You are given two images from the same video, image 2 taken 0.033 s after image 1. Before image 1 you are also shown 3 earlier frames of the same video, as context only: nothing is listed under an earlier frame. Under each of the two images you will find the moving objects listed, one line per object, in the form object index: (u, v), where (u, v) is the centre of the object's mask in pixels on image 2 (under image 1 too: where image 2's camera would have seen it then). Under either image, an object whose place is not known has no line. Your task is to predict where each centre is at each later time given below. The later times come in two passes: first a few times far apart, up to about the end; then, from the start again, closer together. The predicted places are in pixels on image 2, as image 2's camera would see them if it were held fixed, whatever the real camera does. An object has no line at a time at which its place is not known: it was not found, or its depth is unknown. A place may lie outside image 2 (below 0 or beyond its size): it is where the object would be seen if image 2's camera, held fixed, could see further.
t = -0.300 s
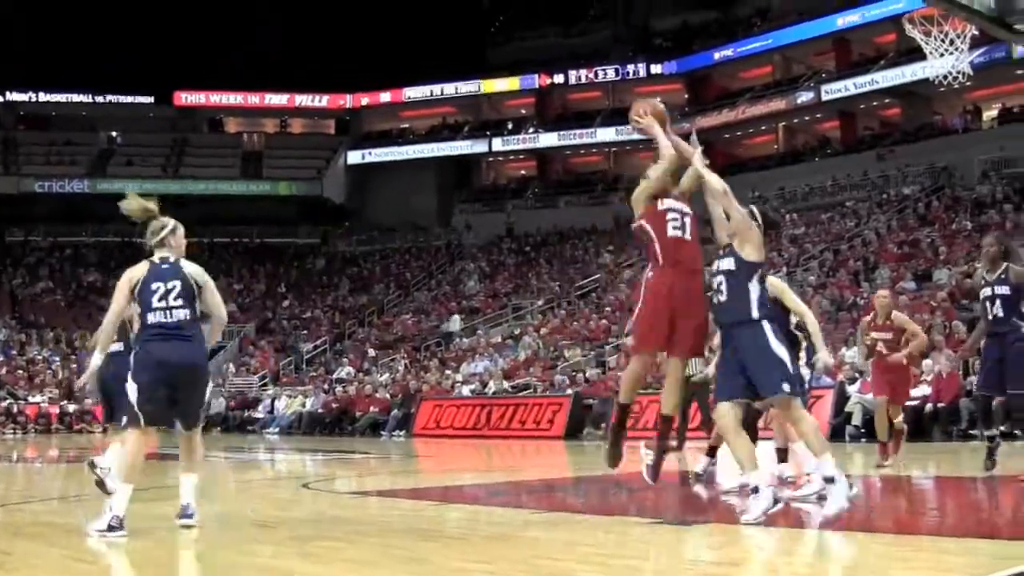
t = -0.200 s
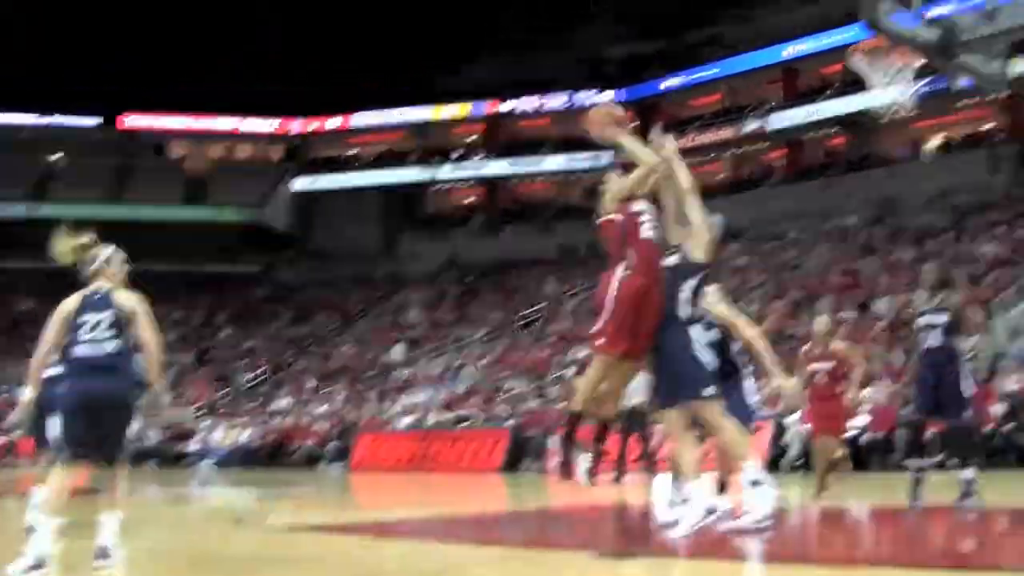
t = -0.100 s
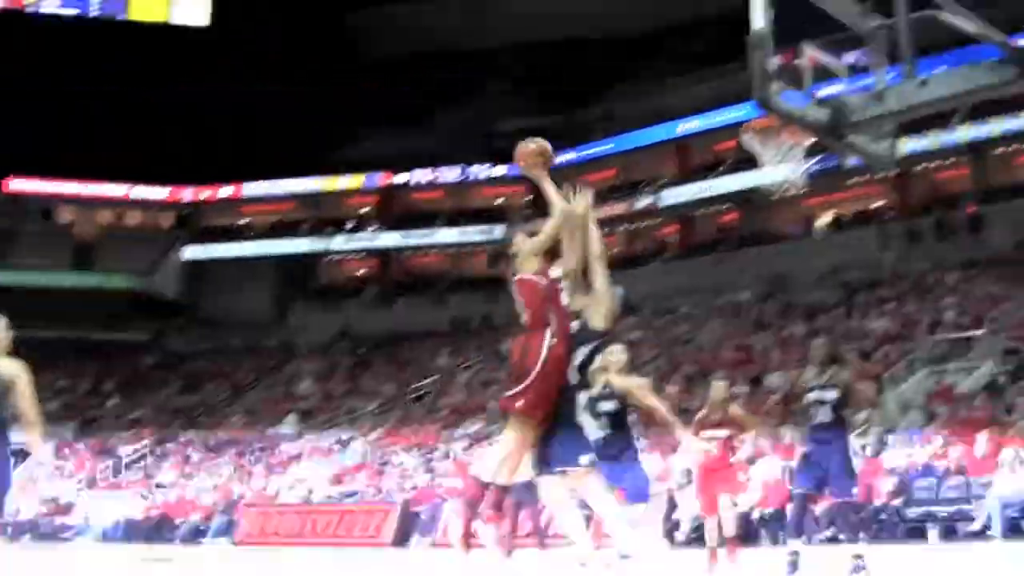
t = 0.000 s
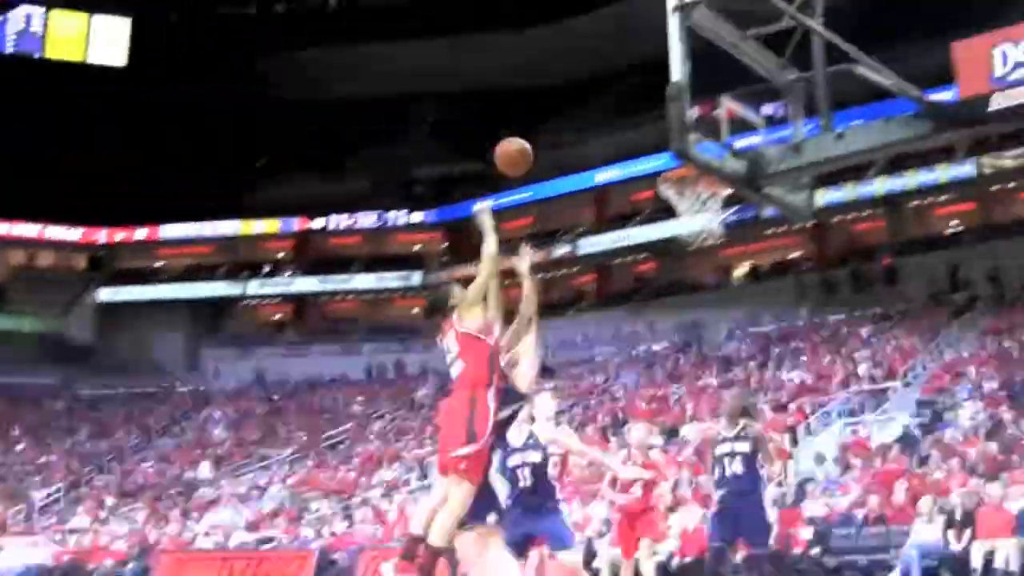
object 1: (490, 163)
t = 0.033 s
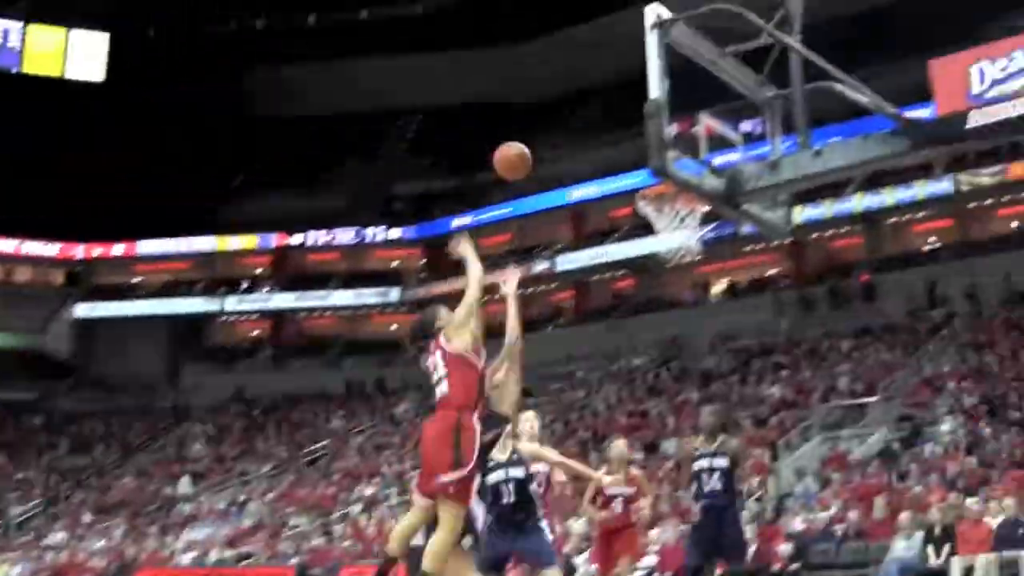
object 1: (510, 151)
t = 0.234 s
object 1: (626, 118)
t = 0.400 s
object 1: (680, 139)
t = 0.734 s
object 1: (698, 232)
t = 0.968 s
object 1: (696, 264)
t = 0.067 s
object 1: (530, 141)
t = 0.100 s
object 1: (550, 133)
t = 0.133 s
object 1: (569, 127)
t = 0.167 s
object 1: (590, 123)
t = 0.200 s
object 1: (609, 120)
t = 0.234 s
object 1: (626, 118)
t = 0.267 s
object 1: (637, 120)
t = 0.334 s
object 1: (683, 125)
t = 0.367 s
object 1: (686, 136)
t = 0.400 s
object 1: (680, 139)
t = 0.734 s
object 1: (698, 232)
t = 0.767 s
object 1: (698, 229)
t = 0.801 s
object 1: (693, 231)
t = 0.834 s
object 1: (694, 234)
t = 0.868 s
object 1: (693, 237)
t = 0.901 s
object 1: (693, 245)
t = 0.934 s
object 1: (695, 255)
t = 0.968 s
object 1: (696, 264)
